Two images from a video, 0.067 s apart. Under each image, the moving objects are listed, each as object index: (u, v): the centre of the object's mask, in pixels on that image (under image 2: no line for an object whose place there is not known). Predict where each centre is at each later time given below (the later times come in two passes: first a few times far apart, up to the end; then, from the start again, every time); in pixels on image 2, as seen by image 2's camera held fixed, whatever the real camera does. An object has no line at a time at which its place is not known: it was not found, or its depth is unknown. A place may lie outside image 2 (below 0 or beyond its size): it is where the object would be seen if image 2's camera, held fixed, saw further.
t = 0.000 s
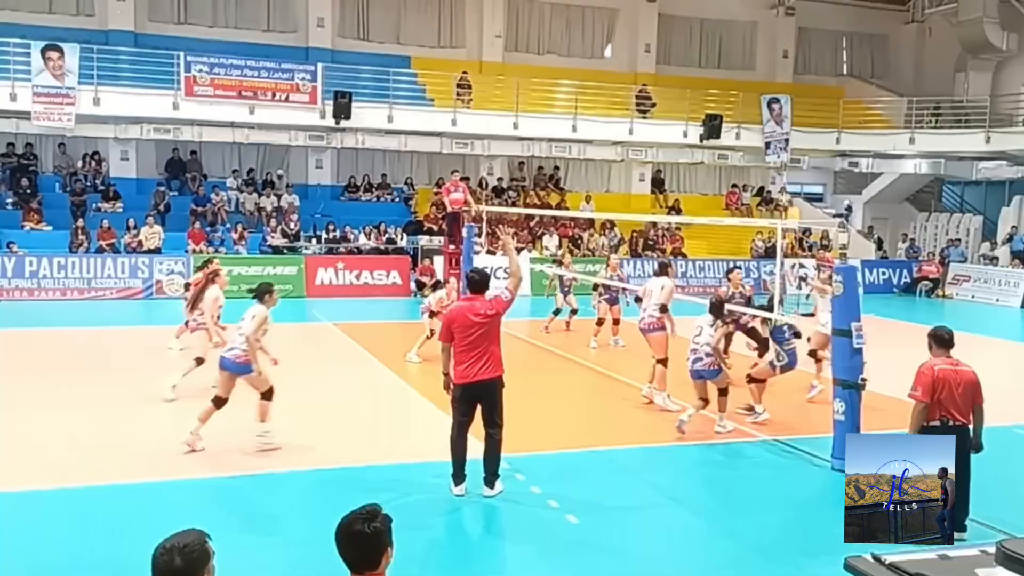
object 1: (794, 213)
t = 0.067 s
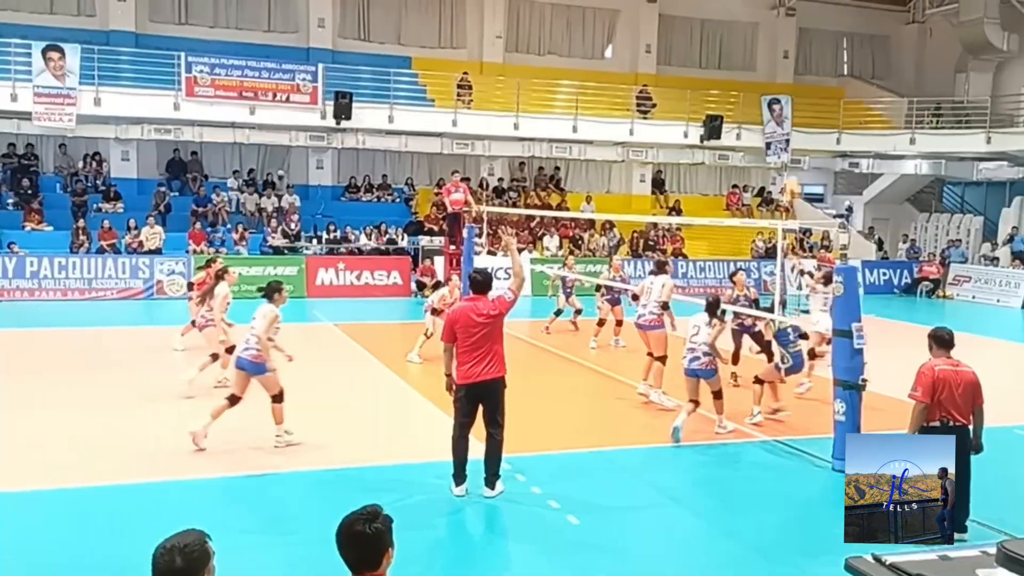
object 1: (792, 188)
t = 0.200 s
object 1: (786, 137)
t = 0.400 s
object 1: (778, 89)
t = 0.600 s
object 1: (769, 76)
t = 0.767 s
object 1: (761, 86)
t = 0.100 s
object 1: (790, 173)
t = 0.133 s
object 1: (788, 161)
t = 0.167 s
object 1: (787, 147)
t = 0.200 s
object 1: (786, 137)
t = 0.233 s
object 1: (785, 126)
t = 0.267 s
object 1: (783, 118)
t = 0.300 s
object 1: (783, 110)
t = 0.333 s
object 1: (781, 102)
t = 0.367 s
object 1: (779, 95)
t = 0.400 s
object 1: (778, 89)
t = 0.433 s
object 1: (776, 86)
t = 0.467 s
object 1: (775, 82)
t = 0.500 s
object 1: (774, 79)
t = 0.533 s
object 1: (772, 78)
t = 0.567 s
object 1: (771, 76)
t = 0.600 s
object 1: (769, 76)
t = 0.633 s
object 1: (768, 77)
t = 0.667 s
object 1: (766, 78)
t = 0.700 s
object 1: (764, 80)
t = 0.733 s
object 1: (763, 83)
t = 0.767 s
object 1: (761, 86)
